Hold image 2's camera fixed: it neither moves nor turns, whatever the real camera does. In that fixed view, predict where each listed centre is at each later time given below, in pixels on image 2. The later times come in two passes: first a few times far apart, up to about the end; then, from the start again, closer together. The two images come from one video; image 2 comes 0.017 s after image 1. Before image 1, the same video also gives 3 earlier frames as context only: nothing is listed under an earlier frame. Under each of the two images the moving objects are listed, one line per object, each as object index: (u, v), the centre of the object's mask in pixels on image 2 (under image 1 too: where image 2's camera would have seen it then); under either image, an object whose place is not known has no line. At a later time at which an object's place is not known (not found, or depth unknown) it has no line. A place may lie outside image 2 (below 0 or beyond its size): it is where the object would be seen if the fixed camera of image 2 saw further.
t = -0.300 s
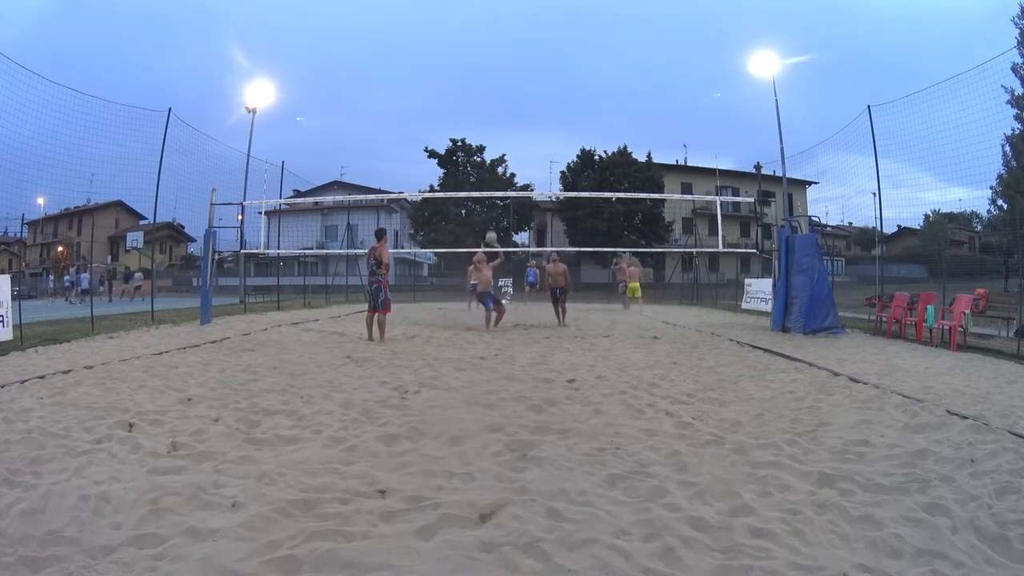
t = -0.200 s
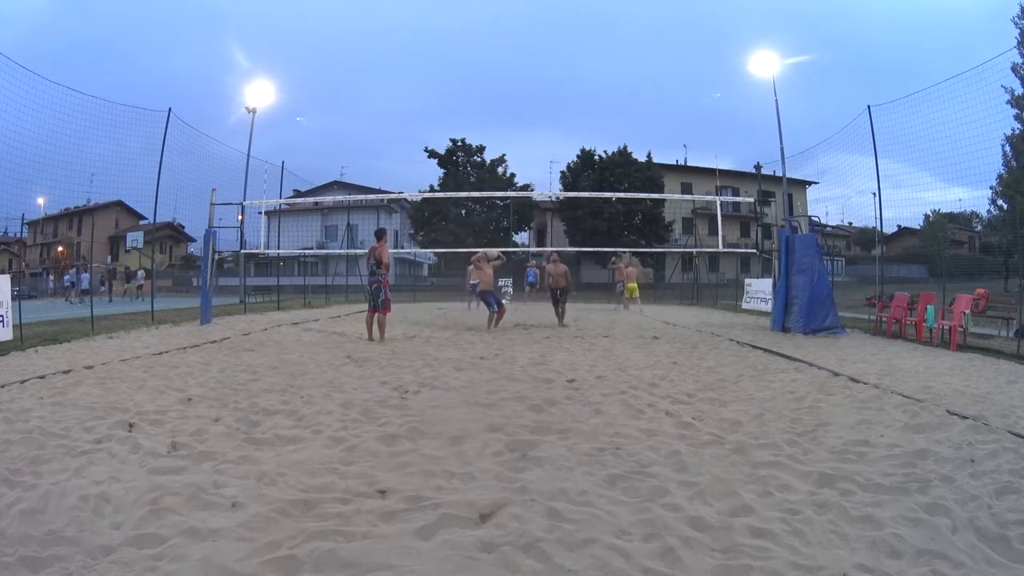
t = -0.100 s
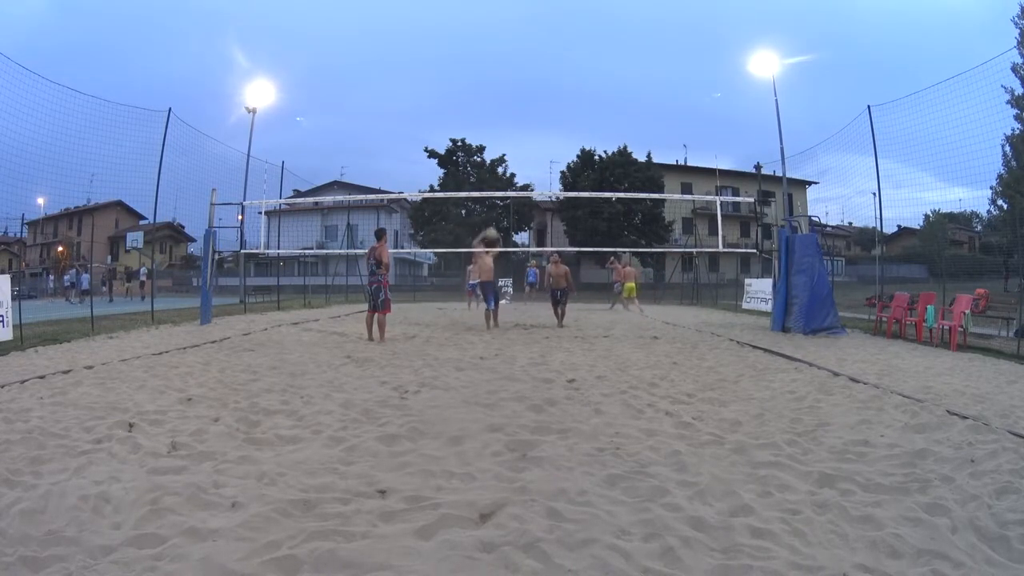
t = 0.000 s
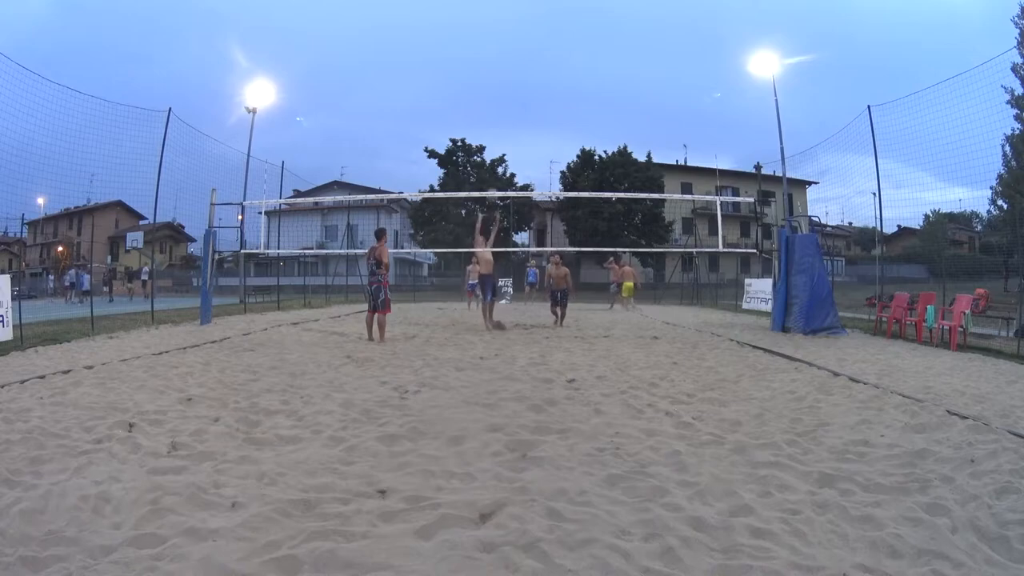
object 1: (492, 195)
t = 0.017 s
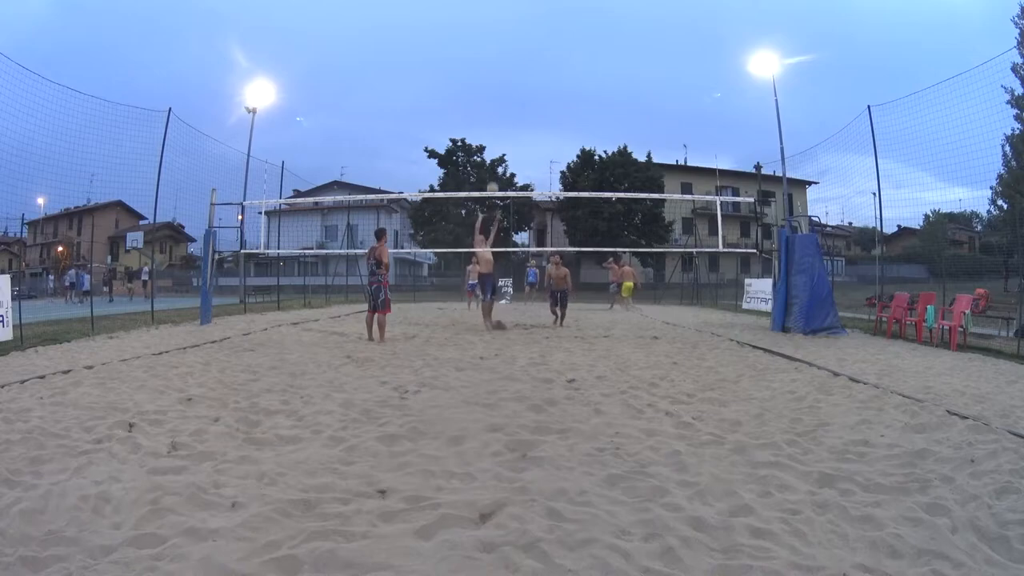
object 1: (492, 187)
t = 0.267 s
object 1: (494, 120)
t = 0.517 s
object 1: (494, 83)
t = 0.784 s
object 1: (494, 74)
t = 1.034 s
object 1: (492, 92)
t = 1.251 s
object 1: (489, 132)
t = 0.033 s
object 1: (492, 183)
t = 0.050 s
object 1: (493, 178)
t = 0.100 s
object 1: (493, 162)
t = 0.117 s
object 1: (493, 158)
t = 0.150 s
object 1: (493, 148)
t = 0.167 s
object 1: (493, 143)
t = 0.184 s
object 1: (493, 139)
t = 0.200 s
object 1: (493, 135)
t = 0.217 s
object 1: (493, 131)
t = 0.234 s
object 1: (494, 127)
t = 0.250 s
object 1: (494, 124)
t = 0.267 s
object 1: (494, 120)
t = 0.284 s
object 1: (494, 117)
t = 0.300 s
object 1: (494, 113)
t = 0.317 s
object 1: (494, 110)
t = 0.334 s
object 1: (494, 107)
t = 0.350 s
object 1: (494, 104)
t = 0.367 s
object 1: (494, 101)
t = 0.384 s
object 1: (494, 99)
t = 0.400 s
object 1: (493, 96)
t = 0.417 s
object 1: (494, 94)
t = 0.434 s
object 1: (494, 92)
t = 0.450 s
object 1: (494, 90)
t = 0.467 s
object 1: (494, 88)
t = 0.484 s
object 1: (494, 86)
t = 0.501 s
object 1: (494, 84)
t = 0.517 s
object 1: (494, 83)
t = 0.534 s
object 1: (494, 81)
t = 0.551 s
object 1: (494, 80)
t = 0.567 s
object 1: (494, 79)
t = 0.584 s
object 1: (494, 78)
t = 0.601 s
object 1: (494, 77)
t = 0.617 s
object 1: (494, 76)
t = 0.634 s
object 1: (494, 75)
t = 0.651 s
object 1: (494, 75)
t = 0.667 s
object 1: (494, 74)
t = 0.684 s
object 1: (494, 74)
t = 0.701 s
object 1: (494, 73)
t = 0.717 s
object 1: (494, 73)
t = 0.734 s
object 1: (494, 73)
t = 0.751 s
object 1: (494, 73)
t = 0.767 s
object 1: (494, 73)
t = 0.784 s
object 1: (494, 74)
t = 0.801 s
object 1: (494, 74)
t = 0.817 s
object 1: (494, 74)
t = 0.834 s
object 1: (494, 75)
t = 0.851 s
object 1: (494, 76)
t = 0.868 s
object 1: (494, 77)
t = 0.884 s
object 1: (493, 78)
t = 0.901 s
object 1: (493, 79)
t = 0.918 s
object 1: (493, 80)
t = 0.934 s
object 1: (493, 81)
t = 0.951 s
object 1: (493, 83)
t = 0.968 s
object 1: (493, 85)
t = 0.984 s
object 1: (493, 86)
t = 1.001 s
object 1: (493, 88)
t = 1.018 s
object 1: (492, 90)
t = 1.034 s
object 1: (492, 92)
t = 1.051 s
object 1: (492, 95)
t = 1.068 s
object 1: (492, 97)
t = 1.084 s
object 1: (492, 99)
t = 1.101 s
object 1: (491, 102)
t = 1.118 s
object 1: (491, 105)
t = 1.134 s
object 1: (491, 108)
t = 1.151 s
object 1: (491, 111)
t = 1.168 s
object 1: (490, 114)
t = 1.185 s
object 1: (490, 117)
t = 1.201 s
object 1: (490, 121)
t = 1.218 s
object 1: (490, 125)
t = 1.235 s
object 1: (490, 128)
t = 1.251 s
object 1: (489, 132)
